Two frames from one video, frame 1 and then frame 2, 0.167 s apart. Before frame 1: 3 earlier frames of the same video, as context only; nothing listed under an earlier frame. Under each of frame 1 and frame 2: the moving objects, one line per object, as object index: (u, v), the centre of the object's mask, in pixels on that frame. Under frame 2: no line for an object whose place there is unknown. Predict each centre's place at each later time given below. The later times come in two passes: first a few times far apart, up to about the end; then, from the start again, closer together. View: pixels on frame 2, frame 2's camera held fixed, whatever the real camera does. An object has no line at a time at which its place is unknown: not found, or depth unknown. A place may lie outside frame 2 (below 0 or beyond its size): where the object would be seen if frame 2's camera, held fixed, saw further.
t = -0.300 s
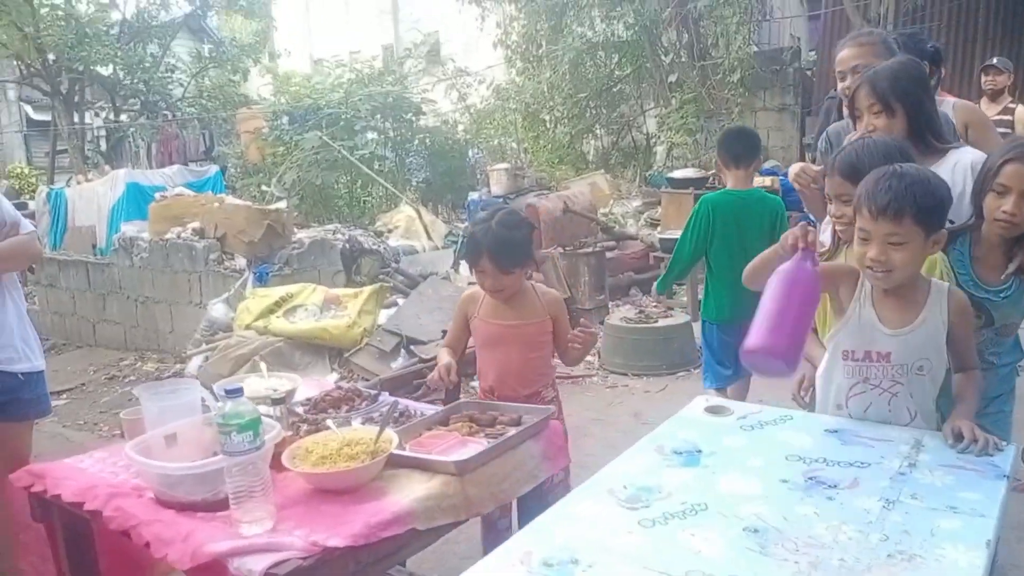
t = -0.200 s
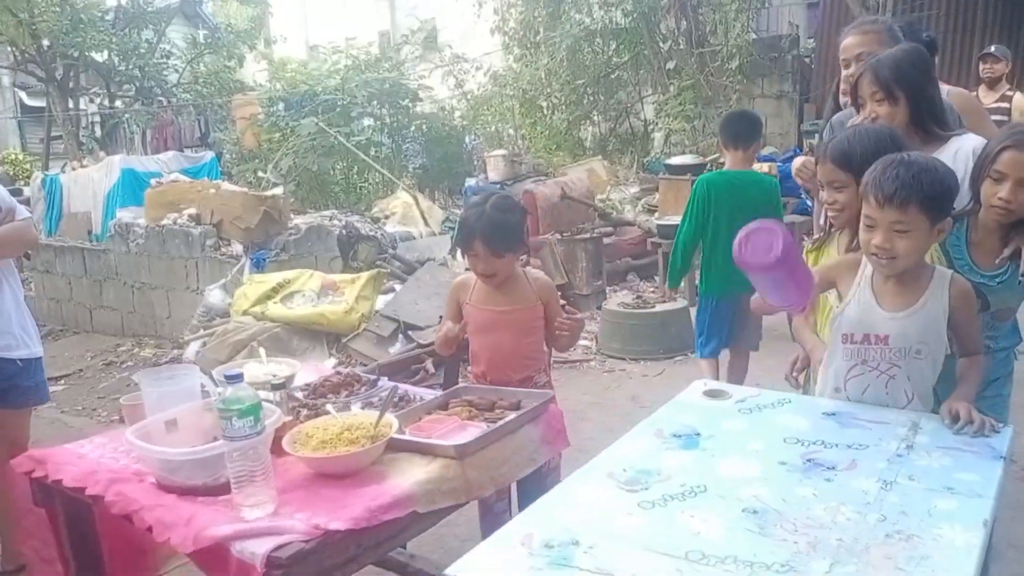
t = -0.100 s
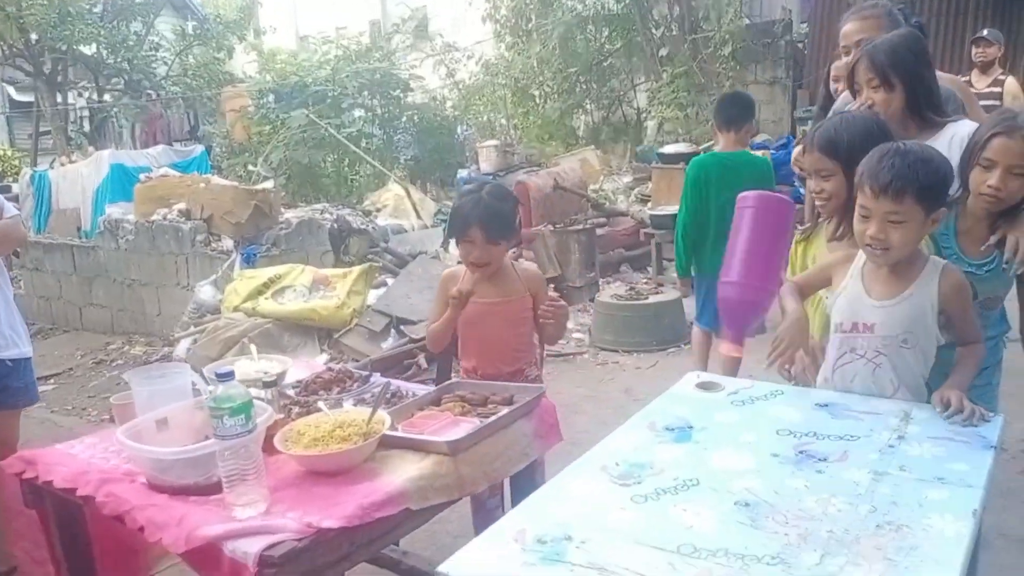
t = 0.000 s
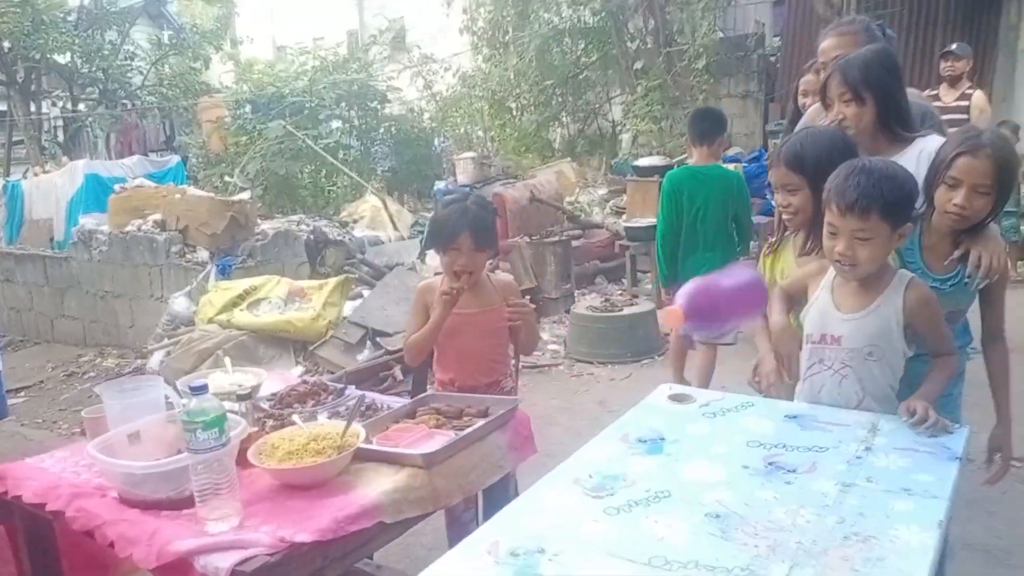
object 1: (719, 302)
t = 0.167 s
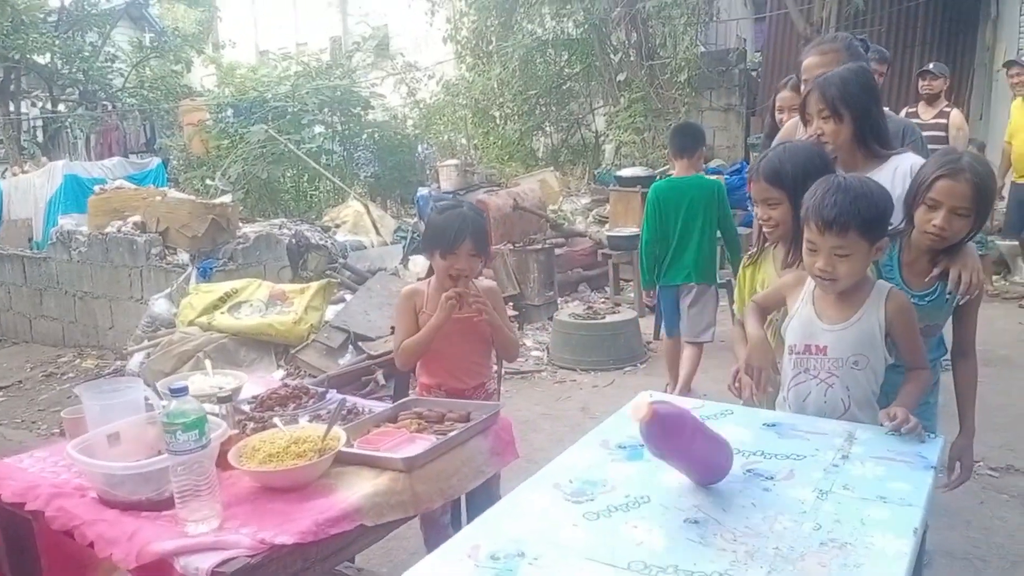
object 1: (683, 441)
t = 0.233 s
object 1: (675, 464)
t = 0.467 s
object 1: (662, 483)
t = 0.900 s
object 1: (668, 485)
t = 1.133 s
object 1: (670, 486)
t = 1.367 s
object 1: (676, 489)
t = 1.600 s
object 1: (687, 490)
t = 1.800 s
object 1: (701, 492)
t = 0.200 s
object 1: (679, 451)
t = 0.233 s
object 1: (675, 464)
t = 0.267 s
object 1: (668, 479)
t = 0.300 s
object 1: (663, 477)
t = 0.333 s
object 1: (659, 481)
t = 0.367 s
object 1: (658, 481)
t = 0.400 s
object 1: (659, 482)
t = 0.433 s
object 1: (661, 482)
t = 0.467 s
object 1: (662, 483)
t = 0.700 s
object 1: (665, 484)
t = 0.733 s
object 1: (666, 485)
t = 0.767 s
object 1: (666, 485)
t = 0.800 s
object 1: (666, 485)
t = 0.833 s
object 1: (667, 484)
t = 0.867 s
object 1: (667, 484)
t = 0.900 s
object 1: (668, 485)
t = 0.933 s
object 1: (670, 487)
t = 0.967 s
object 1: (671, 486)
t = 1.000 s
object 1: (670, 483)
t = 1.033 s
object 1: (672, 486)
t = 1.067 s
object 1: (672, 486)
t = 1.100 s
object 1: (671, 486)
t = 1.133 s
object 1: (670, 486)
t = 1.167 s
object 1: (671, 486)
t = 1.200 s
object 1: (672, 487)
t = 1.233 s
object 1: (673, 487)
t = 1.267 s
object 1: (675, 486)
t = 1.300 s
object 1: (676, 487)
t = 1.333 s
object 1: (677, 488)
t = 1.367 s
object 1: (676, 489)
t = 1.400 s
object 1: (676, 488)
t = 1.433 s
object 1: (677, 487)
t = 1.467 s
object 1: (678, 489)
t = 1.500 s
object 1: (681, 490)
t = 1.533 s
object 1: (684, 491)
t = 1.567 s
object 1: (685, 490)
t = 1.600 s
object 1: (687, 490)
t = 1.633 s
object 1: (688, 492)
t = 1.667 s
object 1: (689, 493)
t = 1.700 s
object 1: (690, 493)
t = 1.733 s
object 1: (693, 494)
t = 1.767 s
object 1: (697, 493)
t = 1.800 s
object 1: (701, 492)
